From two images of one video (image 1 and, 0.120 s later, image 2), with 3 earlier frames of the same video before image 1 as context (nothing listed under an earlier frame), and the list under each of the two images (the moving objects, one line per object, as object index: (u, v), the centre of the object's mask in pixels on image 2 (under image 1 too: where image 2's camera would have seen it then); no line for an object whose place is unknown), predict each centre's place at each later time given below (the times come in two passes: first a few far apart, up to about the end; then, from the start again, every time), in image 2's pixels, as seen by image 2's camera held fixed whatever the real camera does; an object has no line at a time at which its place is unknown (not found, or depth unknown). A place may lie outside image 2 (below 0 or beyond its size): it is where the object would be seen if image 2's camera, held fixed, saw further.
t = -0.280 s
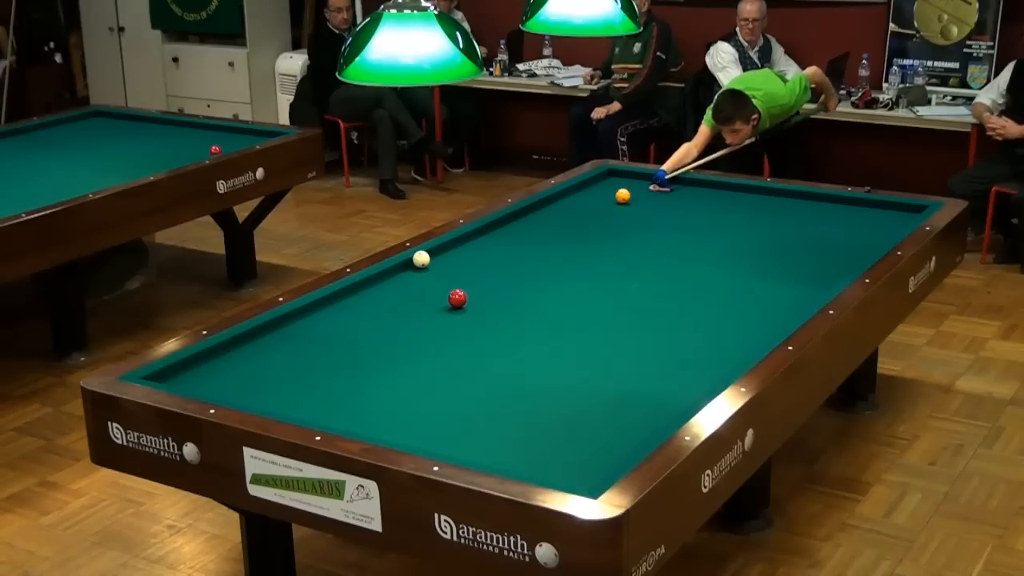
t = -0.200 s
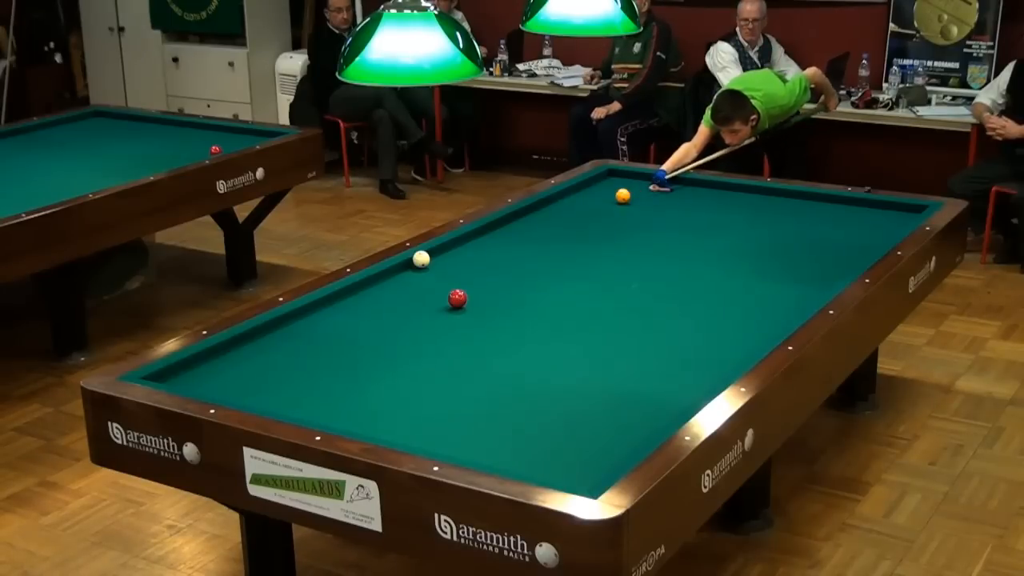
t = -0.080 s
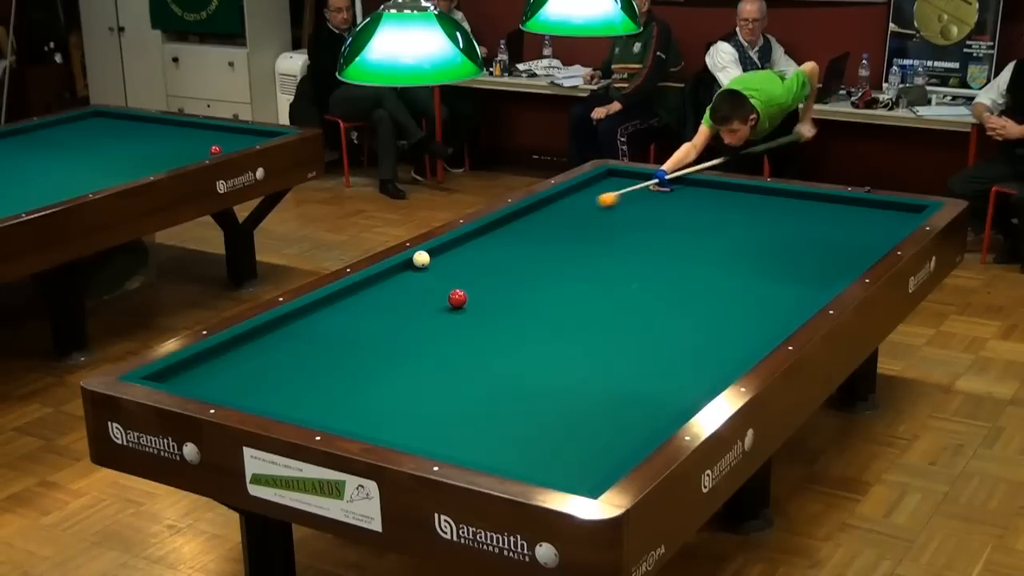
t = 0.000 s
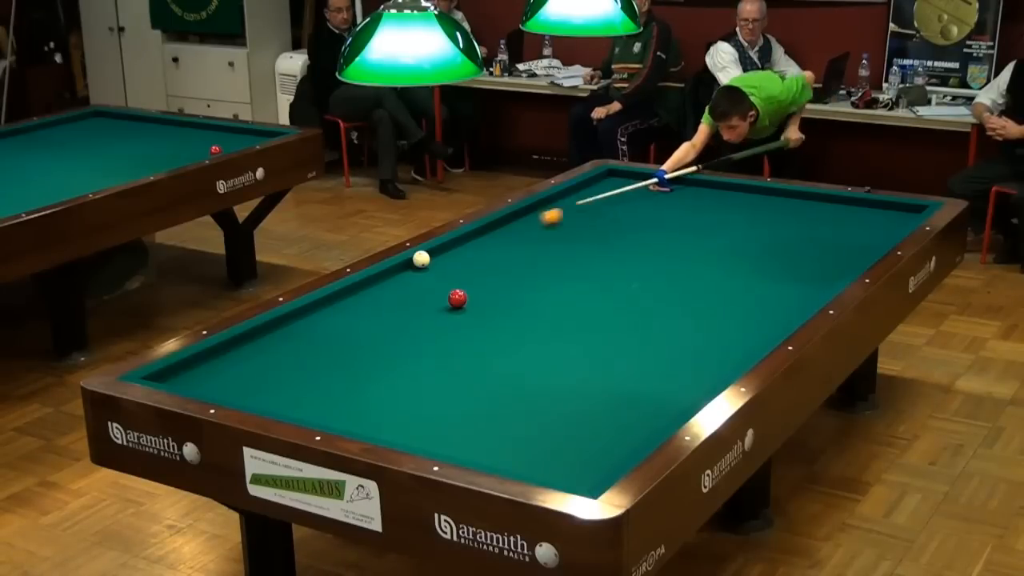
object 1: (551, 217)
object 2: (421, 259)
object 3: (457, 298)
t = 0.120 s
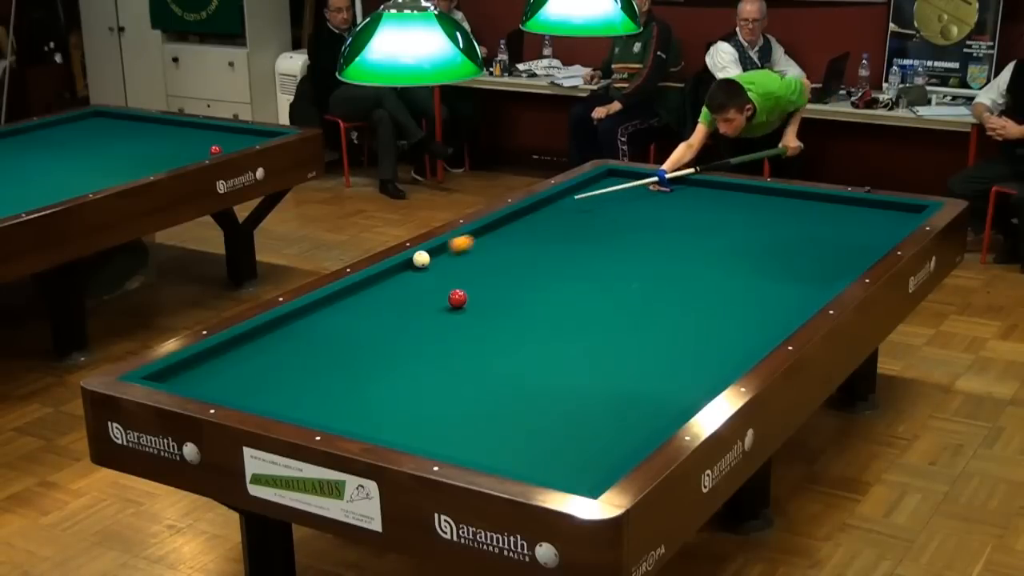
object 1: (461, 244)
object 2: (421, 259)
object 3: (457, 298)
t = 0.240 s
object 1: (434, 256)
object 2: (387, 279)
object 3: (457, 298)
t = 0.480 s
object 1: (436, 265)
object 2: (268, 349)
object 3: (457, 298)
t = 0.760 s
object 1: (407, 283)
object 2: (280, 360)
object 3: (457, 298)
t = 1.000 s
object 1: (375, 301)
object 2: (374, 325)
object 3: (457, 298)
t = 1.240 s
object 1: (340, 320)
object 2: (438, 300)
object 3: (467, 297)
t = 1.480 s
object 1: (304, 341)
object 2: (439, 287)
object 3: (530, 285)
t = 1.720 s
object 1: (264, 363)
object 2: (445, 275)
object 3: (580, 276)
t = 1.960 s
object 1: (223, 386)
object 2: (450, 263)
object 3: (627, 268)
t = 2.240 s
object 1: (226, 379)
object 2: (455, 251)
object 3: (679, 259)
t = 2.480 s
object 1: (239, 368)
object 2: (459, 241)
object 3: (721, 251)
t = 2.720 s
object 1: (252, 357)
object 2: (479, 235)
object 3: (762, 244)
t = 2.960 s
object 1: (263, 346)
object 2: (497, 230)
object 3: (800, 237)
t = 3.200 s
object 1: (274, 337)
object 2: (515, 225)
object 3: (836, 230)
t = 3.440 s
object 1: (284, 328)
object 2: (532, 221)
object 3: (871, 224)
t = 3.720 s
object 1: (295, 318)
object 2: (550, 216)
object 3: (910, 215)
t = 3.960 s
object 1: (307, 311)
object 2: (565, 212)
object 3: (908, 209)
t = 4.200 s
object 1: (323, 305)
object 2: (579, 209)
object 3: (895, 208)
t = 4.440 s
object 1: (339, 301)
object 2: (593, 205)
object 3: (879, 211)
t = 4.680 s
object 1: (353, 296)
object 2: (605, 202)
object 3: (864, 213)
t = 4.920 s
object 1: (367, 291)
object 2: (617, 199)
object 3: (850, 215)
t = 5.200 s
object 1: (382, 287)
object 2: (631, 195)
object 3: (833, 218)
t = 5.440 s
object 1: (394, 283)
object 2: (641, 192)
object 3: (819, 220)
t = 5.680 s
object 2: (651, 190)
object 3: (806, 222)
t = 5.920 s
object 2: (661, 187)
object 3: (794, 224)
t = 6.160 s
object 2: (670, 185)
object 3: (782, 226)
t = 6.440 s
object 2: (679, 182)
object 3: (768, 228)
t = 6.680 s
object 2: (686, 180)
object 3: (758, 229)
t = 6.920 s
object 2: (686, 182)
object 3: (747, 231)
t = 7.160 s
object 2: (685, 183)
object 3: (737, 232)
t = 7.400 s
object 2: (685, 185)
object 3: (728, 234)
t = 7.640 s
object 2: (684, 186)
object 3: (719, 235)
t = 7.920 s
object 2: (684, 187)
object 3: (710, 237)
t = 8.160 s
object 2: (683, 188)
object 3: (702, 238)
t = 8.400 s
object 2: (683, 188)
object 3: (694, 239)
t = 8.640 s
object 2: (682, 189)
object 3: (688, 240)
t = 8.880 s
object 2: (682, 189)
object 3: (682, 241)
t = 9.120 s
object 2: (682, 190)
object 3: (676, 242)
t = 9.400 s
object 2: (682, 190)
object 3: (671, 242)
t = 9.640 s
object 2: (682, 190)
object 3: (667, 243)
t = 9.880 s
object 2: (682, 190)
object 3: (663, 244)
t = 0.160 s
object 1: (433, 252)
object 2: (420, 259)
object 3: (457, 298)
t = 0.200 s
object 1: (432, 255)
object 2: (405, 268)
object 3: (457, 298)
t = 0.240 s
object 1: (434, 256)
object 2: (387, 279)
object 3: (457, 298)
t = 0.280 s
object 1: (436, 257)
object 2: (368, 290)
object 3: (457, 298)
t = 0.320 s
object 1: (437, 259)
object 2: (349, 301)
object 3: (457, 298)
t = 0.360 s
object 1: (438, 260)
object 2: (330, 313)
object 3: (457, 298)
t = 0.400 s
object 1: (438, 261)
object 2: (309, 325)
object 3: (457, 298)
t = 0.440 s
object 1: (437, 263)
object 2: (289, 337)
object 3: (457, 298)
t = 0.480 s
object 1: (436, 265)
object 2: (268, 349)
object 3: (457, 298)
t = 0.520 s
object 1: (433, 267)
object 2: (246, 362)
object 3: (457, 298)
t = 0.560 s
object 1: (430, 269)
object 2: (225, 375)
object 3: (457, 298)
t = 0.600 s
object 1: (427, 272)
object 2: (205, 386)
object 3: (457, 298)
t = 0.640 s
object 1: (422, 275)
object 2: (218, 383)
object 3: (457, 298)
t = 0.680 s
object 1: (417, 277)
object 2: (240, 375)
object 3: (457, 298)
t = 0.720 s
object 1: (412, 280)
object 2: (260, 368)
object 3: (457, 298)
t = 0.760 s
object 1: (407, 283)
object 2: (280, 360)
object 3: (457, 298)
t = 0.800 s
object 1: (402, 286)
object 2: (298, 353)
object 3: (457, 298)
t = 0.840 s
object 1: (396, 289)
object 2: (315, 347)
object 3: (457, 298)
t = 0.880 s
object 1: (391, 292)
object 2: (331, 341)
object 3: (457, 298)
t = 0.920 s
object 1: (386, 295)
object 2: (346, 335)
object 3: (457, 298)
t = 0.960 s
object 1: (380, 298)
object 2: (360, 330)
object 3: (457, 298)
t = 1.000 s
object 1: (375, 301)
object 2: (374, 325)
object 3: (457, 298)
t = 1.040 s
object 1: (369, 304)
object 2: (387, 321)
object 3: (457, 299)
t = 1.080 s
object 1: (363, 307)
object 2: (399, 316)
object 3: (457, 299)
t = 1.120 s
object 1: (358, 311)
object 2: (412, 311)
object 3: (457, 298)
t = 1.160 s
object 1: (352, 314)
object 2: (424, 307)
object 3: (457, 298)
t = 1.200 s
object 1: (346, 317)
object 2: (436, 302)
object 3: (457, 298)
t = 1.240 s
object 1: (340, 320)
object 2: (438, 300)
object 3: (467, 297)
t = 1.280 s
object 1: (334, 324)
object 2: (437, 298)
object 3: (479, 295)
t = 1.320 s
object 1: (328, 327)
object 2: (436, 296)
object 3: (491, 293)
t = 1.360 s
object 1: (322, 331)
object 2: (436, 294)
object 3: (502, 291)
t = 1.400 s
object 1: (316, 334)
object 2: (437, 292)
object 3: (512, 289)
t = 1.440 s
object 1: (310, 338)
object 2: (438, 290)
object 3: (522, 287)
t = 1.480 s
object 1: (304, 341)
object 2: (439, 287)
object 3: (530, 285)
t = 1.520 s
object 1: (297, 344)
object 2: (440, 285)
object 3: (538, 284)
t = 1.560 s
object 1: (291, 348)
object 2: (441, 283)
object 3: (547, 282)
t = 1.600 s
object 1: (284, 352)
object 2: (442, 281)
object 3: (555, 281)
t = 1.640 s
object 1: (277, 355)
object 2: (443, 279)
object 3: (563, 279)
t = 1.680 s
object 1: (271, 359)
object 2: (444, 277)
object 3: (572, 278)
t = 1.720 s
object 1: (264, 363)
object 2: (445, 275)
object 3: (580, 276)
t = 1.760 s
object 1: (258, 366)
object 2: (445, 273)
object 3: (588, 275)
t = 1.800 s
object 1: (251, 370)
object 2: (446, 271)
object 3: (595, 274)
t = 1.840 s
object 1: (244, 374)
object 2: (447, 269)
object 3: (604, 272)
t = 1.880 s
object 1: (237, 378)
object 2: (448, 267)
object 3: (612, 271)
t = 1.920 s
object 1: (230, 382)
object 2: (449, 265)
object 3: (619, 269)
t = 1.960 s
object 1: (223, 386)
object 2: (450, 263)
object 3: (627, 268)
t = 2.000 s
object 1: (216, 388)
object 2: (450, 261)
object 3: (634, 267)
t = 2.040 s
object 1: (210, 390)
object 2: (451, 259)
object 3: (642, 265)
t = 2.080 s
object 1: (215, 388)
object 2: (452, 258)
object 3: (649, 264)
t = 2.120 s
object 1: (218, 386)
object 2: (453, 256)
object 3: (657, 263)
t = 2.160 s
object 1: (221, 384)
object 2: (453, 254)
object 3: (664, 262)
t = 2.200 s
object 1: (224, 382)
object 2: (454, 252)
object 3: (671, 260)
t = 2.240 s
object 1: (226, 379)
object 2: (455, 251)
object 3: (679, 259)
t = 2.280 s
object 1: (228, 378)
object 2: (456, 249)
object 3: (686, 257)
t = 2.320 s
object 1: (231, 375)
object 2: (456, 247)
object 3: (693, 256)
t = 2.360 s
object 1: (233, 373)
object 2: (457, 246)
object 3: (700, 255)
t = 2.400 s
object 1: (235, 371)
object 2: (458, 244)
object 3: (707, 253)
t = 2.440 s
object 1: (237, 370)
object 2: (459, 242)
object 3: (714, 252)
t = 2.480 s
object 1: (239, 368)
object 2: (459, 241)
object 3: (721, 251)
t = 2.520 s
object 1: (241, 366)
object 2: (463, 240)
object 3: (728, 250)
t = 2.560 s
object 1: (243, 364)
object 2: (466, 239)
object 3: (735, 248)
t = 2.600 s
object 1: (245, 362)
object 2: (469, 238)
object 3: (741, 248)
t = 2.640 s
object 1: (248, 360)
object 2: (473, 237)
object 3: (749, 246)
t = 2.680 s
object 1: (250, 358)
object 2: (476, 236)
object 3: (755, 245)
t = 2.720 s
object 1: (252, 357)
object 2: (479, 235)
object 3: (762, 244)
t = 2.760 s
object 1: (254, 355)
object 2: (482, 234)
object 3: (768, 243)
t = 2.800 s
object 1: (255, 353)
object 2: (486, 234)
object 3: (774, 242)
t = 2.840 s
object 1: (257, 351)
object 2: (489, 233)
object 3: (781, 240)
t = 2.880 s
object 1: (259, 350)
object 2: (491, 232)
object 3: (787, 239)
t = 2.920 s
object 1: (261, 348)
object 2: (495, 231)
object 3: (793, 238)
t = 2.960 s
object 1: (263, 346)
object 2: (497, 230)
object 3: (800, 237)
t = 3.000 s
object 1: (265, 345)
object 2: (500, 229)
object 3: (806, 236)
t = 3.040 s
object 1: (267, 343)
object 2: (503, 229)
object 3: (812, 235)
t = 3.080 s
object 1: (269, 341)
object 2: (506, 228)
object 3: (818, 234)
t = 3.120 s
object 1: (270, 340)
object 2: (509, 227)
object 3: (824, 233)
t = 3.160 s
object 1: (272, 338)
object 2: (512, 226)
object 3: (830, 231)
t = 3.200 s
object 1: (274, 337)
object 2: (515, 225)
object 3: (836, 230)
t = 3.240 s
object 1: (275, 335)
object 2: (518, 225)
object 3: (842, 229)
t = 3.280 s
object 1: (277, 334)
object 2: (521, 224)
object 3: (848, 228)
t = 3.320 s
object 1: (279, 332)
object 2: (524, 223)
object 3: (854, 227)
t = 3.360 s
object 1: (280, 331)
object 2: (526, 223)
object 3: (859, 226)
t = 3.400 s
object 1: (282, 329)
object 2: (529, 222)
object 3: (865, 225)
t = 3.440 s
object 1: (284, 328)
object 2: (532, 221)
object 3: (871, 224)
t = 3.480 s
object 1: (285, 326)
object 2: (534, 220)
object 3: (877, 223)
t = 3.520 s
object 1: (287, 325)
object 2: (537, 220)
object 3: (883, 222)
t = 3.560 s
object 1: (289, 323)
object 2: (540, 219)
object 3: (888, 221)
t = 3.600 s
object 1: (290, 322)
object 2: (542, 218)
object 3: (894, 220)
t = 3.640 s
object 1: (292, 321)
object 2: (545, 218)
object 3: (899, 219)
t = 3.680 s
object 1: (293, 319)
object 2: (548, 217)
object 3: (904, 217)
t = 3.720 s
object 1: (295, 318)
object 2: (550, 216)
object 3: (910, 215)
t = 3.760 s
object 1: (296, 317)
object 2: (553, 216)
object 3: (909, 214)
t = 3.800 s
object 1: (298, 315)
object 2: (555, 215)
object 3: (909, 213)
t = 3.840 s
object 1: (299, 314)
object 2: (558, 214)
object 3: (909, 212)
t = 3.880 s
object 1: (301, 313)
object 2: (560, 214)
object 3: (909, 211)
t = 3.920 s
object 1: (304, 312)
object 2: (563, 213)
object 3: (908, 210)
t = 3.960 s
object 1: (307, 311)
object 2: (565, 212)
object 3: (908, 209)
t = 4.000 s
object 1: (309, 310)
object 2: (568, 212)
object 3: (908, 207)
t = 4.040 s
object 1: (312, 309)
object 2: (570, 211)
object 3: (906, 207)
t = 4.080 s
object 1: (315, 308)
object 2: (572, 211)
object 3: (903, 207)
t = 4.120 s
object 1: (318, 307)
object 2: (575, 210)
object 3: (901, 208)
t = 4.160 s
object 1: (321, 306)
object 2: (577, 209)
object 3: (898, 208)
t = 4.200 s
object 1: (323, 305)
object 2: (579, 209)
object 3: (895, 208)
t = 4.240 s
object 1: (326, 305)
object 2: (582, 208)
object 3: (893, 209)
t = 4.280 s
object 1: (328, 304)
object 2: (584, 207)
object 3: (890, 209)
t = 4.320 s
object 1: (331, 303)
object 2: (586, 207)
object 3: (887, 210)
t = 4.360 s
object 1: (334, 302)
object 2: (588, 207)
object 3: (884, 210)
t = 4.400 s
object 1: (336, 301)
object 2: (591, 206)
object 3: (882, 210)
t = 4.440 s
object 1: (339, 301)
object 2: (593, 205)
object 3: (879, 211)
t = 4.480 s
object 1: (341, 300)
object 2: (595, 205)
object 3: (877, 211)
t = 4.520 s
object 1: (344, 299)
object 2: (597, 204)
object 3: (874, 211)
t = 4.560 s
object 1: (346, 298)
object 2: (599, 203)
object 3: (872, 212)
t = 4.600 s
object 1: (348, 298)
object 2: (601, 203)
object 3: (869, 212)
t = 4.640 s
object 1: (351, 297)
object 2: (603, 202)
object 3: (867, 212)
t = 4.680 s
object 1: (353, 296)
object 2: (605, 202)
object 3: (864, 213)
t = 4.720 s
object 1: (356, 295)
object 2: (608, 201)
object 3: (862, 213)
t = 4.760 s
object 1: (358, 294)
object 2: (609, 201)
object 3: (859, 214)
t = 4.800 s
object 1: (360, 294)
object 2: (612, 200)
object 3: (857, 214)
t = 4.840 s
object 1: (363, 293)
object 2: (613, 200)
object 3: (854, 214)
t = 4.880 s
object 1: (365, 292)
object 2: (616, 199)
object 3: (852, 215)
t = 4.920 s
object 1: (367, 291)
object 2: (617, 199)
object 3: (850, 215)
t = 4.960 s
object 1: (369, 291)
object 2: (619, 198)
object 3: (847, 215)
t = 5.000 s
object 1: (371, 290)
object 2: (621, 198)
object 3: (845, 216)
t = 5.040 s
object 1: (373, 290)
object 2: (623, 197)
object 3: (842, 216)
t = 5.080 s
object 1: (376, 289)
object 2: (625, 196)
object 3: (840, 217)
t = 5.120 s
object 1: (378, 288)
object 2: (627, 196)
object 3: (838, 217)
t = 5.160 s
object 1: (380, 287)
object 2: (629, 195)
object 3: (835, 217)
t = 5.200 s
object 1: (382, 287)
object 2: (631, 195)
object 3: (833, 218)
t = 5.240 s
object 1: (384, 286)
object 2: (632, 195)
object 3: (830, 218)
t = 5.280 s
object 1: (386, 286)
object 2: (634, 194)
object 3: (828, 218)
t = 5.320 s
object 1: (388, 285)
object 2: (636, 194)
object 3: (826, 219)
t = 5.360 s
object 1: (390, 284)
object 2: (638, 193)
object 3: (824, 219)
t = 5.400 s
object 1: (392, 284)
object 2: (639, 193)
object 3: (821, 219)
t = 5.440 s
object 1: (394, 283)
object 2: (641, 192)
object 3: (819, 220)
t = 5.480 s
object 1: (396, 282)
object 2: (643, 192)
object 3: (817, 220)
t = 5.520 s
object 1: (398, 282)
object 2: (645, 191)
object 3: (815, 220)
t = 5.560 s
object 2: (646, 191)
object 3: (813, 221)
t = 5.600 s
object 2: (648, 190)
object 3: (811, 221)
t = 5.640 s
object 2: (650, 190)
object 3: (809, 221)
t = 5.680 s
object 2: (651, 190)
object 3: (806, 222)
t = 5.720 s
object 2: (653, 189)
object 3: (804, 222)
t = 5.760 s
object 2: (655, 189)
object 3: (802, 222)
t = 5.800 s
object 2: (656, 188)
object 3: (800, 223)
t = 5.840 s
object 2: (658, 188)
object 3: (798, 223)
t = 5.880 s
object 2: (659, 188)
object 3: (796, 223)
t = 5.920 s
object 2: (661, 187)
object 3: (794, 224)
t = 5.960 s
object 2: (662, 187)
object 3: (792, 224)
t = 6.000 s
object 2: (664, 186)
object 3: (790, 224)
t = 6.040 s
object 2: (665, 186)
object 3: (788, 225)
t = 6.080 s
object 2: (667, 185)
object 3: (786, 225)
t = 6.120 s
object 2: (668, 185)
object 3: (784, 225)
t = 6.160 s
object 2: (670, 185)
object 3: (782, 226)
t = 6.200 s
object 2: (671, 184)
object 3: (780, 226)
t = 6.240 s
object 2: (672, 184)
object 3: (778, 226)
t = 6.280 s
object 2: (674, 184)
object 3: (776, 226)
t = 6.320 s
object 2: (675, 183)
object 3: (774, 227)
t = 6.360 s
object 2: (677, 183)
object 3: (772, 227)
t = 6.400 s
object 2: (678, 182)
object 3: (770, 227)
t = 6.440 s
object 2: (679, 182)
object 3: (768, 228)
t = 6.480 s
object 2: (681, 182)
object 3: (767, 228)
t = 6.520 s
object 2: (682, 182)
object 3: (765, 228)
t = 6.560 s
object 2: (683, 181)
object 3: (763, 229)
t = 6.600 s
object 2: (685, 181)
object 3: (761, 229)
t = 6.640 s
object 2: (686, 180)
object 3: (759, 229)
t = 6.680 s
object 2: (686, 180)
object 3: (758, 229)
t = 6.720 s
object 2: (686, 180)
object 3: (756, 230)
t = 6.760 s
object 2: (686, 181)
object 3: (754, 230)
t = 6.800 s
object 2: (686, 181)
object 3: (752, 230)
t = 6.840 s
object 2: (686, 181)
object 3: (751, 230)
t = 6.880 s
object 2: (686, 181)
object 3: (749, 231)
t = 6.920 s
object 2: (686, 182)
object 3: (747, 231)
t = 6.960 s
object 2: (686, 182)
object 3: (746, 231)
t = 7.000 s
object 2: (686, 182)
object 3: (744, 231)
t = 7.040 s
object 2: (686, 182)
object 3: (742, 232)
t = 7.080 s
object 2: (685, 183)
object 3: (740, 232)
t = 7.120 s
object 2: (685, 183)
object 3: (739, 232)
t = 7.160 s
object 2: (685, 183)
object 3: (737, 232)
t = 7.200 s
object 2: (685, 183)
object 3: (736, 233)
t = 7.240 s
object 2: (685, 184)
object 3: (734, 233)
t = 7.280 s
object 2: (685, 184)
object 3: (733, 233)
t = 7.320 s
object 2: (685, 184)
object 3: (731, 234)
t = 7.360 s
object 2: (685, 184)
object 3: (729, 234)
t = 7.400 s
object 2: (685, 185)
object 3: (728, 234)
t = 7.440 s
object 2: (684, 185)
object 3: (726, 234)
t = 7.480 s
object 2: (684, 185)
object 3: (725, 234)
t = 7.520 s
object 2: (684, 185)
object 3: (723, 235)
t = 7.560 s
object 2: (684, 185)
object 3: (722, 235)
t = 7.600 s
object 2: (684, 186)
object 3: (720, 235)
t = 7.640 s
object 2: (684, 186)
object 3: (719, 235)
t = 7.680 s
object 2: (684, 186)
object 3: (718, 235)
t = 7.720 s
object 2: (684, 186)
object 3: (716, 236)
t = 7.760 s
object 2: (684, 186)
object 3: (715, 236)
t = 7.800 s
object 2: (684, 186)
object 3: (714, 236)
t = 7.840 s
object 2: (684, 187)
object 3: (712, 236)
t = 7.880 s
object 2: (684, 187)
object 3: (711, 237)
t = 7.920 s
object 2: (684, 187)
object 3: (710, 237)
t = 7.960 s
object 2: (683, 187)
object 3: (708, 237)
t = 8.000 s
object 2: (683, 187)
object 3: (707, 237)
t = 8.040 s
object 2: (683, 187)
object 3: (706, 237)
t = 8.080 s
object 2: (683, 188)
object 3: (704, 238)
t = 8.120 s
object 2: (683, 188)
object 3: (703, 238)
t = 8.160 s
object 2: (683, 188)
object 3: (702, 238)
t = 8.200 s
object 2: (683, 188)
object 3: (700, 238)
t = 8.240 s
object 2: (683, 188)
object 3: (699, 238)
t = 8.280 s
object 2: (683, 188)
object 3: (698, 238)
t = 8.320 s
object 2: (683, 188)
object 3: (697, 239)
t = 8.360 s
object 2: (683, 188)
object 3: (695, 239)
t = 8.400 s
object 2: (683, 188)
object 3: (694, 239)
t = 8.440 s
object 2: (683, 188)
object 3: (693, 239)
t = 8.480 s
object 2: (683, 189)
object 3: (692, 239)
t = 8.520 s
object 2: (683, 189)
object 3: (691, 240)
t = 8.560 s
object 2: (682, 189)
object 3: (690, 240)
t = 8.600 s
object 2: (682, 189)
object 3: (689, 240)
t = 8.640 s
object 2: (682, 189)
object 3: (688, 240)
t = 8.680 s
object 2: (682, 189)
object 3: (687, 240)
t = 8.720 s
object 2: (682, 189)
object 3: (686, 240)
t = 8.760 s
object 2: (682, 189)
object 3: (685, 241)
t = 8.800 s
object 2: (682, 189)
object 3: (684, 241)
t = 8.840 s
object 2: (682, 189)
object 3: (683, 241)
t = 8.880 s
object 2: (682, 189)
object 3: (682, 241)
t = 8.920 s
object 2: (682, 189)
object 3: (681, 241)
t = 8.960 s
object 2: (682, 189)
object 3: (680, 241)
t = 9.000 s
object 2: (682, 190)
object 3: (679, 241)
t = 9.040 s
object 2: (682, 190)
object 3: (678, 242)
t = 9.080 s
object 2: (682, 190)
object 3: (677, 242)
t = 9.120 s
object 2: (682, 190)
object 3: (676, 242)
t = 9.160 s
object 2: (682, 190)
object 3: (675, 242)
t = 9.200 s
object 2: (682, 190)
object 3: (675, 242)
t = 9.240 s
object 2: (682, 190)
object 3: (674, 242)
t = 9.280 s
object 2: (682, 190)
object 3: (673, 242)
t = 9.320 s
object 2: (682, 190)
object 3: (672, 242)
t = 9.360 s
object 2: (682, 190)
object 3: (671, 242)
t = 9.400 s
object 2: (682, 190)
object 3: (671, 242)
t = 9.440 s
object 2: (682, 190)
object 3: (670, 243)
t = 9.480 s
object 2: (682, 190)
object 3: (669, 243)
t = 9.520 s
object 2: (682, 190)
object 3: (669, 243)
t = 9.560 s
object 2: (682, 190)
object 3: (668, 243)
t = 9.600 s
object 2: (682, 190)
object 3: (667, 243)
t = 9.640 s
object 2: (682, 190)
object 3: (667, 243)
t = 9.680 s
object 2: (682, 190)
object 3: (666, 243)
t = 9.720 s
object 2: (682, 190)
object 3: (665, 243)
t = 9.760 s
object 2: (682, 190)
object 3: (665, 243)
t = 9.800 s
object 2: (682, 190)
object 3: (664, 244)
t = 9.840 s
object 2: (682, 190)
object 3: (663, 244)
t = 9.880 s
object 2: (682, 190)
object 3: (663, 244)
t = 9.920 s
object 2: (682, 190)
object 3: (662, 244)
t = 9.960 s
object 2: (682, 190)
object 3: (662, 244)
